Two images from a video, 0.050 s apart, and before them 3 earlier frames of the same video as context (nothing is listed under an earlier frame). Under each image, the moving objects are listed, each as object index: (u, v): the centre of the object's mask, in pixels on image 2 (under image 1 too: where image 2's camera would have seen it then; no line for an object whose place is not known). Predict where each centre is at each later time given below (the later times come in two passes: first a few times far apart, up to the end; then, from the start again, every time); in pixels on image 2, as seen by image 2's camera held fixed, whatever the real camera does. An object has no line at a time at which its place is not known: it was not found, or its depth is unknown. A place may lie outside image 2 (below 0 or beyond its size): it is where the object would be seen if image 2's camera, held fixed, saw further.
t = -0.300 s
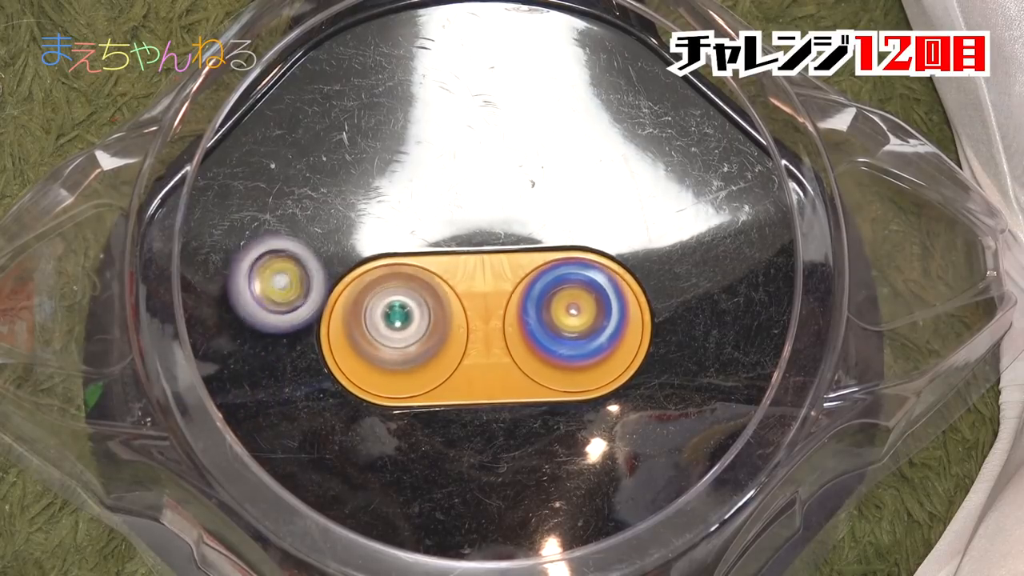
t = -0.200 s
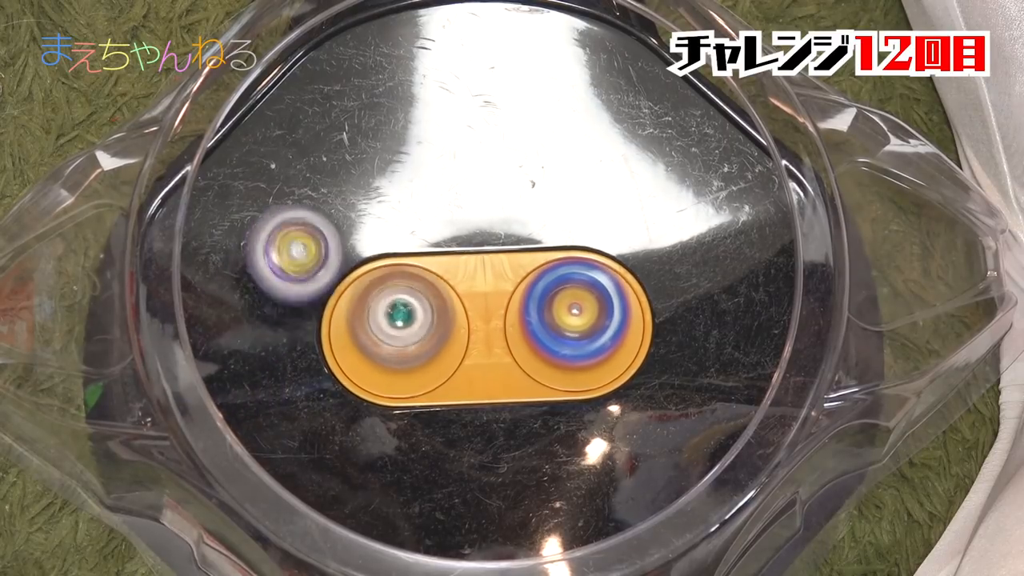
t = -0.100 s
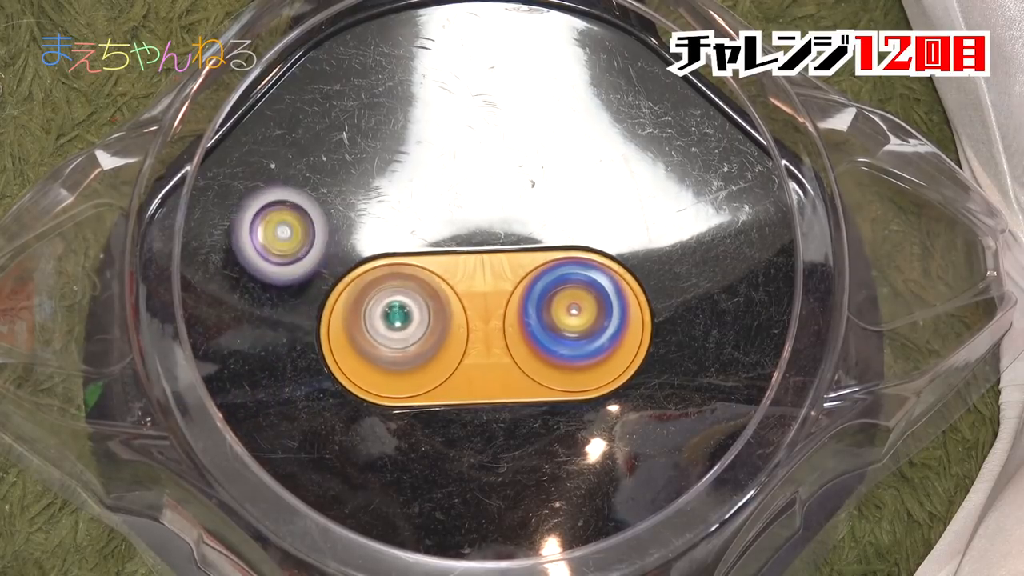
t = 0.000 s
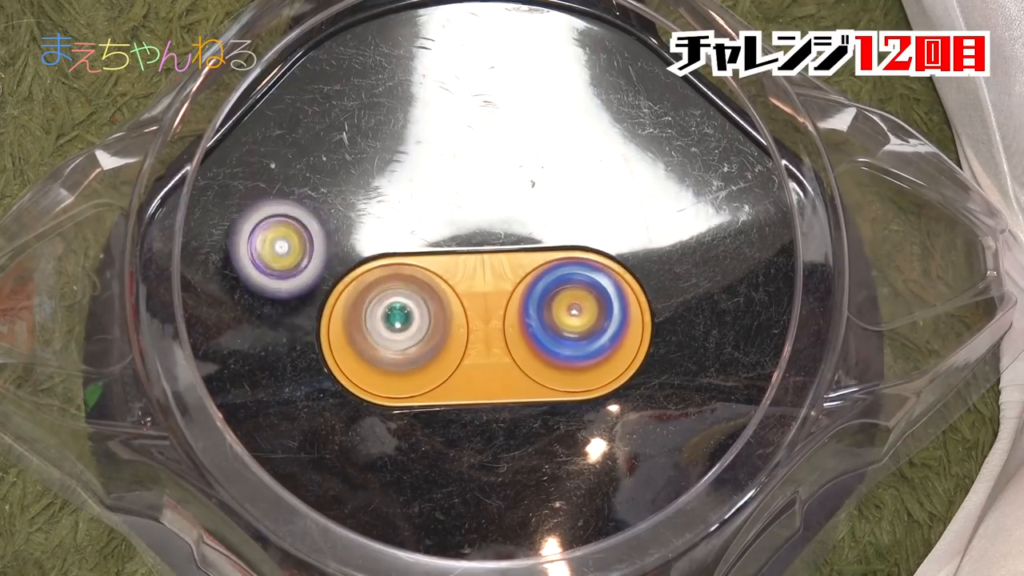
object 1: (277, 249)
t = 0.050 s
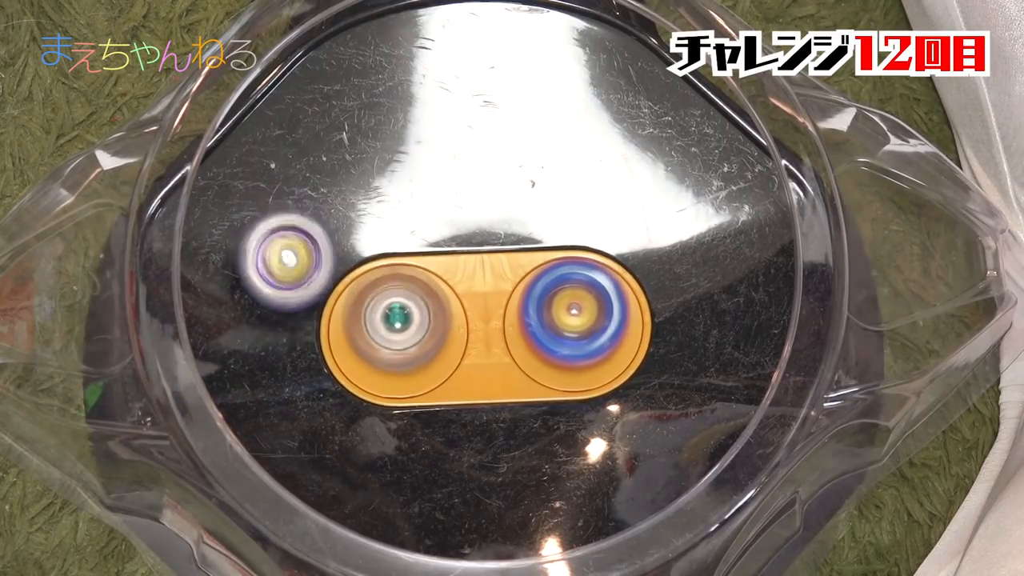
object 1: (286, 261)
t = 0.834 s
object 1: (297, 359)
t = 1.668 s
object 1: (277, 348)
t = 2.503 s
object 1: (237, 246)
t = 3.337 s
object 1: (225, 303)
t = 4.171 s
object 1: (248, 361)
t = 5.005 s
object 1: (259, 351)
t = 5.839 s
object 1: (254, 338)
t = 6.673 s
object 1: (203, 376)
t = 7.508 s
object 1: (238, 335)
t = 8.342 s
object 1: (292, 344)
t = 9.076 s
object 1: (290, 340)
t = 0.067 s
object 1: (289, 265)
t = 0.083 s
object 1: (294, 268)
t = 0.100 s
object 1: (299, 272)
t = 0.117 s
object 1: (297, 272)
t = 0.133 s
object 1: (288, 270)
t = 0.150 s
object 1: (283, 270)
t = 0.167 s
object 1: (279, 270)
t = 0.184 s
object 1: (276, 271)
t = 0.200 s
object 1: (276, 271)
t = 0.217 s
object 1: (275, 273)
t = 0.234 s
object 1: (277, 274)
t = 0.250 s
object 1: (278, 277)
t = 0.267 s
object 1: (281, 280)
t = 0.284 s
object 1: (284, 282)
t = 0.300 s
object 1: (287, 286)
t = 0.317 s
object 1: (291, 289)
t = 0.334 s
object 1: (284, 292)
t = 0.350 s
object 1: (272, 294)
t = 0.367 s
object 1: (263, 296)
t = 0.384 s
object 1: (257, 299)
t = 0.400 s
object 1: (251, 302)
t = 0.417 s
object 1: (247, 306)
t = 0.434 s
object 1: (244, 308)
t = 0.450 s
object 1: (243, 311)
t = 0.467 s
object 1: (242, 315)
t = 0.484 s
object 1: (243, 318)
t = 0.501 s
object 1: (244, 322)
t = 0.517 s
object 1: (246, 325)
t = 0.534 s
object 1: (247, 328)
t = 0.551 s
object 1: (250, 331)
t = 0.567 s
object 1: (254, 333)
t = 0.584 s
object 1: (257, 336)
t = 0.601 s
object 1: (261, 338)
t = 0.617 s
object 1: (265, 339)
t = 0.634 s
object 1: (269, 340)
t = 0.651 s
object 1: (273, 341)
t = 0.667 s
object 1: (280, 343)
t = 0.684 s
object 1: (284, 342)
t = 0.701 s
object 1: (290, 343)
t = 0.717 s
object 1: (292, 345)
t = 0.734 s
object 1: (290, 348)
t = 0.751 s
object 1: (290, 351)
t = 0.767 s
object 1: (290, 353)
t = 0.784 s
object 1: (292, 355)
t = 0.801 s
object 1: (294, 356)
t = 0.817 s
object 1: (296, 358)
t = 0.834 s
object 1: (297, 359)
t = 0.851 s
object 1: (296, 362)
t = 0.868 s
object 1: (294, 364)
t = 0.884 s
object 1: (292, 367)
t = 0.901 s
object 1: (292, 368)
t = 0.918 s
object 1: (291, 370)
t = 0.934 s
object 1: (292, 371)
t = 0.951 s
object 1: (294, 371)
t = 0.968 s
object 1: (296, 372)
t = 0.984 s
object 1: (299, 371)
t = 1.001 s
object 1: (302, 371)
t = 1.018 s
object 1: (302, 371)
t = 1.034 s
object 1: (295, 378)
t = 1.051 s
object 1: (289, 383)
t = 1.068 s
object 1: (284, 388)
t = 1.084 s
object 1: (280, 391)
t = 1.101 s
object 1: (278, 393)
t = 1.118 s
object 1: (278, 393)
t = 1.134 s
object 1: (278, 394)
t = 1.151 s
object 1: (279, 393)
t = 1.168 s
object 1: (280, 392)
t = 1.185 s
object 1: (283, 391)
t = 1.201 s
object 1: (285, 389)
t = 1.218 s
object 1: (288, 387)
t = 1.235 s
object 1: (291, 384)
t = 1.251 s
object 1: (295, 381)
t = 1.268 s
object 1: (299, 378)
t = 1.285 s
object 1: (302, 375)
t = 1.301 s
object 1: (304, 373)
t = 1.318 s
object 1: (295, 378)
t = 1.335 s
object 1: (287, 383)
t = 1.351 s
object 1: (281, 387)
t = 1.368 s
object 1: (276, 389)
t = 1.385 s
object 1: (272, 390)
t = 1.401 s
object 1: (269, 391)
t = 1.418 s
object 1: (267, 390)
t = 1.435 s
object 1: (265, 389)
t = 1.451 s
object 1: (265, 387)
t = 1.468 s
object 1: (264, 384)
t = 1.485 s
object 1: (264, 383)
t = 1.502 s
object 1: (265, 380)
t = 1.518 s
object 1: (266, 377)
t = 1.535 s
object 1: (266, 374)
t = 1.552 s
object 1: (267, 372)
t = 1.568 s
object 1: (267, 368)
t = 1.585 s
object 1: (268, 366)
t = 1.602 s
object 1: (270, 362)
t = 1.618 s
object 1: (271, 359)
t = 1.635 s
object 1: (273, 356)
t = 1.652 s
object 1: (275, 352)
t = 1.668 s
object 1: (277, 348)
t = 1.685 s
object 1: (279, 344)
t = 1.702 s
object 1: (282, 341)
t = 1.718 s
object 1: (284, 336)
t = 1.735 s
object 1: (285, 334)
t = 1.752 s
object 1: (279, 333)
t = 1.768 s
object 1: (273, 332)
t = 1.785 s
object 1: (268, 330)
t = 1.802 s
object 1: (263, 328)
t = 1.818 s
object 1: (258, 326)
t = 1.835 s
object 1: (255, 324)
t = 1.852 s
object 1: (252, 322)
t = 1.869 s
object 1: (251, 320)
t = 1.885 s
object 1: (249, 317)
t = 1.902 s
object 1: (248, 315)
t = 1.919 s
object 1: (248, 313)
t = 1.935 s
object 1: (248, 311)
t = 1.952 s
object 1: (249, 308)
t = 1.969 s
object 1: (250, 306)
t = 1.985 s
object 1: (252, 303)
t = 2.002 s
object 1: (253, 301)
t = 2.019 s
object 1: (256, 299)
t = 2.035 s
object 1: (259, 297)
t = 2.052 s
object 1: (262, 295)
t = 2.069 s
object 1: (265, 292)
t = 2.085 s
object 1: (269, 290)
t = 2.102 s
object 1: (273, 288)
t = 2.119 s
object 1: (277, 287)
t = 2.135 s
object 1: (281, 285)
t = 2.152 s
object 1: (287, 284)
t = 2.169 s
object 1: (292, 281)
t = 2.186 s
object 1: (294, 279)
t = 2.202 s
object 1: (294, 275)
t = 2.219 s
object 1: (286, 267)
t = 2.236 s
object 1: (277, 260)
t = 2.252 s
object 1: (270, 254)
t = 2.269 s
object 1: (265, 249)
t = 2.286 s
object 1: (259, 244)
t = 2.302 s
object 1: (255, 241)
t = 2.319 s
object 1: (251, 239)
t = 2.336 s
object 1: (247, 238)
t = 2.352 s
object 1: (243, 237)
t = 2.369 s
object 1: (241, 236)
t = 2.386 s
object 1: (238, 237)
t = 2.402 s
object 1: (237, 237)
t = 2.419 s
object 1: (235, 238)
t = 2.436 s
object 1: (235, 239)
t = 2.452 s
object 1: (234, 240)
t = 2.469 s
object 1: (235, 242)
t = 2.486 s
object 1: (235, 244)
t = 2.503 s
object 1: (237, 246)
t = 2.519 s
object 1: (238, 248)
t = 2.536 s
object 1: (242, 251)
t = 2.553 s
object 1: (245, 254)
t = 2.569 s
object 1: (250, 256)
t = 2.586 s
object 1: (254, 259)
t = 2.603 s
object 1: (259, 262)
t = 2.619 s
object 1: (264, 265)
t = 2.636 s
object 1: (271, 268)
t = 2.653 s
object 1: (278, 271)
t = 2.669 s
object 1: (285, 274)
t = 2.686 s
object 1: (292, 277)
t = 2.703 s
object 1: (296, 278)
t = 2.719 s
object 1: (284, 274)
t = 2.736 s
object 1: (270, 269)
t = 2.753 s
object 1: (258, 266)
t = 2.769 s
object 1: (248, 264)
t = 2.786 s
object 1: (242, 262)
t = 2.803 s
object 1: (236, 262)
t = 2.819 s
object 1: (232, 262)
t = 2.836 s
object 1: (230, 264)
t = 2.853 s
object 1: (229, 264)
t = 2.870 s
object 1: (228, 267)
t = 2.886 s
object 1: (227, 268)
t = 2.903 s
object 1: (227, 271)
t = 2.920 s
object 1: (228, 272)
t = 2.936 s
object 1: (229, 275)
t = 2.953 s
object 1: (230, 277)
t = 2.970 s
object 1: (232, 280)
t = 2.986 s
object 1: (234, 282)
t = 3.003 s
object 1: (238, 285)
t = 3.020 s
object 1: (241, 287)
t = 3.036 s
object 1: (246, 290)
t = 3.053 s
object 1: (251, 292)
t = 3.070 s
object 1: (257, 294)
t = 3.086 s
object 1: (261, 296)
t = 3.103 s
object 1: (268, 299)
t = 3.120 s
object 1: (274, 301)
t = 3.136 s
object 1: (281, 303)
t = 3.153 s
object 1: (287, 305)
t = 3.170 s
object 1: (287, 304)
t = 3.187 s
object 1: (274, 303)
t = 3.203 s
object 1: (260, 303)
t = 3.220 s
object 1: (249, 301)
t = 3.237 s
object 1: (241, 299)
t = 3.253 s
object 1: (236, 299)
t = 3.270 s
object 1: (231, 299)
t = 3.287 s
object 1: (229, 299)
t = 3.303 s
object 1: (227, 300)
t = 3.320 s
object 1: (226, 301)
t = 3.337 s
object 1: (225, 303)
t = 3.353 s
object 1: (225, 304)
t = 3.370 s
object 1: (226, 307)
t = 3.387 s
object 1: (226, 308)
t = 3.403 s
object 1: (227, 311)
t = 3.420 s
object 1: (227, 312)
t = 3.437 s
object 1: (230, 314)
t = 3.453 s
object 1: (230, 316)
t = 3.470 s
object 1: (232, 317)
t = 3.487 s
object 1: (233, 319)
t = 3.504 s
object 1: (236, 320)
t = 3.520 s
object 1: (240, 321)
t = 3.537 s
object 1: (244, 321)
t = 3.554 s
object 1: (250, 323)
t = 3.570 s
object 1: (255, 322)
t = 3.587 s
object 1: (261, 323)
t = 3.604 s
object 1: (266, 322)
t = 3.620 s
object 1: (271, 321)
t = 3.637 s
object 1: (276, 321)
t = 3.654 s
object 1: (283, 321)
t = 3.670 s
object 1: (287, 321)
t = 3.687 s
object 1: (287, 321)
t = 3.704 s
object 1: (284, 322)
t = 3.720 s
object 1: (284, 322)
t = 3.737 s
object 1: (284, 323)
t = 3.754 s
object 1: (286, 324)
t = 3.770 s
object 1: (288, 326)
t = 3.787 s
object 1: (289, 326)
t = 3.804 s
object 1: (277, 330)
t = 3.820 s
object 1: (265, 335)
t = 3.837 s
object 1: (256, 338)
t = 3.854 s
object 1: (247, 341)
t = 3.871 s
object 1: (241, 343)
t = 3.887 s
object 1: (237, 345)
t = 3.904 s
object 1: (234, 347)
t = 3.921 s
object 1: (233, 349)
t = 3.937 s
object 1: (232, 351)
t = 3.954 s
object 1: (232, 353)
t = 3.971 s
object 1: (231, 355)
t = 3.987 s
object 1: (231, 356)
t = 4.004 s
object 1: (232, 358)
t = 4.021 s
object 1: (232, 359)
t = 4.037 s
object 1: (233, 361)
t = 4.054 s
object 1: (234, 361)
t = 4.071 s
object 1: (236, 362)
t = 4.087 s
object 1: (237, 362)
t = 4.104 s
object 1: (239, 362)
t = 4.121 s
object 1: (240, 362)
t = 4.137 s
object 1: (243, 361)
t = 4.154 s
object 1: (245, 362)
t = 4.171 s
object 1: (248, 361)
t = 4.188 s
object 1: (252, 360)
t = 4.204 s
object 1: (256, 358)
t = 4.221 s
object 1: (261, 356)
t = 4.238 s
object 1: (265, 354)
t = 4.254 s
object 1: (271, 352)
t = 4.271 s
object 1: (275, 349)
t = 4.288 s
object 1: (280, 346)
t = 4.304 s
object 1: (286, 344)
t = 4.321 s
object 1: (290, 341)
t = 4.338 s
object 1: (290, 341)
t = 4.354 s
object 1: (290, 338)
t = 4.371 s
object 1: (288, 338)
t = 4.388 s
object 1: (287, 337)
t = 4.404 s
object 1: (289, 336)
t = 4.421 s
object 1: (289, 336)
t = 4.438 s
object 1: (290, 335)
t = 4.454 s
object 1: (287, 336)
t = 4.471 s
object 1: (285, 337)
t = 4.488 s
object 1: (282, 338)
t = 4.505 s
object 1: (282, 339)
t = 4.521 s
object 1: (282, 340)
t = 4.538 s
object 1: (282, 341)
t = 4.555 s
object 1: (283, 342)
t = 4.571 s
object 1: (285, 342)
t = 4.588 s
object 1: (287, 343)
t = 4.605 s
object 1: (289, 343)
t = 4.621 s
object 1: (292, 343)
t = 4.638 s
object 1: (289, 344)
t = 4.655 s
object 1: (277, 347)
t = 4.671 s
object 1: (265, 352)
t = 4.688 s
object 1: (257, 354)
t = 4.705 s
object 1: (252, 356)
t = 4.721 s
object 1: (246, 357)
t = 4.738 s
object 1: (244, 358)
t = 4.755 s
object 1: (241, 359)
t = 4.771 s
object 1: (241, 359)
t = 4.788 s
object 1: (239, 360)
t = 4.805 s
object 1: (239, 360)
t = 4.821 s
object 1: (238, 361)
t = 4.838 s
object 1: (238, 361)
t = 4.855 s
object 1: (239, 361)
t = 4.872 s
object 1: (240, 361)
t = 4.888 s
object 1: (241, 360)
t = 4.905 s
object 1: (242, 360)
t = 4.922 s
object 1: (244, 359)
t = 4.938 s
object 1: (245, 358)
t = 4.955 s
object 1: (247, 357)
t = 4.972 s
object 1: (250, 355)
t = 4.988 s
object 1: (254, 354)
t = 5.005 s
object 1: (259, 351)
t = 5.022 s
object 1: (263, 350)
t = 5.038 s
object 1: (267, 346)
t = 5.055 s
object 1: (272, 345)
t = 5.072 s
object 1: (276, 343)
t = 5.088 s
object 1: (283, 341)
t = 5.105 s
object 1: (287, 339)
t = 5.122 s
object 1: (285, 339)
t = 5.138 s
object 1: (282, 341)
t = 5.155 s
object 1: (281, 341)
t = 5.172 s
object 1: (281, 341)
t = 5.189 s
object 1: (282, 341)
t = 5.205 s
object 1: (285, 341)
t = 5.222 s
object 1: (288, 340)
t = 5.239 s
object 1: (287, 339)
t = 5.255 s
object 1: (274, 343)
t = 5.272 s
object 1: (263, 347)
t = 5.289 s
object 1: (256, 348)
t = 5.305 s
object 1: (246, 350)
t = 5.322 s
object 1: (241, 351)
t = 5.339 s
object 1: (238, 352)
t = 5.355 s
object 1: (235, 353)
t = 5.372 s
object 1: (234, 354)
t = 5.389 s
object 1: (233, 355)
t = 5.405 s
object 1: (233, 356)
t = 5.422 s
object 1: (233, 357)
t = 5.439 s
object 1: (234, 357)
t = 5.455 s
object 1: (234, 358)
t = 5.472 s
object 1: (234, 358)
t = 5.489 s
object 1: (235, 358)
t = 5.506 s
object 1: (236, 358)
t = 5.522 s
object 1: (238, 358)
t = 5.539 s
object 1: (239, 357)
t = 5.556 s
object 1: (241, 356)
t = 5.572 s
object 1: (243, 355)
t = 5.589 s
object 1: (246, 354)
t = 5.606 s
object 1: (251, 353)
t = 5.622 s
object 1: (256, 351)
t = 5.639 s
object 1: (261, 348)
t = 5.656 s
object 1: (266, 346)
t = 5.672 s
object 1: (270, 343)
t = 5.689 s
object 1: (276, 342)
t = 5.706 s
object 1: (282, 340)
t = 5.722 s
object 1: (287, 337)
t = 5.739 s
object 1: (290, 334)
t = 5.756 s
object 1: (282, 336)
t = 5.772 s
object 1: (275, 337)
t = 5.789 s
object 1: (266, 337)
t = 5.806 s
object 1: (261, 337)
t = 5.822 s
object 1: (257, 338)
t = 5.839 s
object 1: (254, 338)
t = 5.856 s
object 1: (253, 338)
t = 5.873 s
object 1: (252, 339)
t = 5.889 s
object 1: (252, 339)
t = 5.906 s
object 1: (253, 339)
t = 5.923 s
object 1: (253, 339)
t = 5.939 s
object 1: (255, 339)
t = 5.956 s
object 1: (257, 339)
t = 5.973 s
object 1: (261, 338)
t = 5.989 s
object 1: (263, 338)
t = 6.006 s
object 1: (266, 336)
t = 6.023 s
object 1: (269, 336)
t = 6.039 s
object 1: (273, 336)
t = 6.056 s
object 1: (278, 334)
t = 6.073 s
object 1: (282, 334)
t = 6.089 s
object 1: (286, 332)
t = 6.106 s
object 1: (284, 333)
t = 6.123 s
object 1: (278, 334)
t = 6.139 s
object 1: (273, 335)
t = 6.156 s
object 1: (270, 336)
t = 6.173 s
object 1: (268, 337)
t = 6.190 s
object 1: (267, 338)
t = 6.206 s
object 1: (267, 338)
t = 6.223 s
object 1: (267, 339)
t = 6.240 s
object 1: (268, 339)
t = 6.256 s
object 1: (269, 339)
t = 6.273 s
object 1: (270, 339)
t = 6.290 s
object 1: (273, 340)
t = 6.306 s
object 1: (275, 339)
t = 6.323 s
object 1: (278, 338)
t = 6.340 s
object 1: (281, 339)
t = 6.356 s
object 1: (285, 338)
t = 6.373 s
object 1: (289, 337)
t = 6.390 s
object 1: (287, 338)
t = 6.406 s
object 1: (286, 340)
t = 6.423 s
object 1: (286, 341)
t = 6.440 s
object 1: (287, 341)
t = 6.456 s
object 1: (288, 341)
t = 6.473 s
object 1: (290, 341)
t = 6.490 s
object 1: (291, 341)
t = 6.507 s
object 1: (285, 344)
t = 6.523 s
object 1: (271, 350)
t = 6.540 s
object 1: (255, 357)
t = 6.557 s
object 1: (245, 360)
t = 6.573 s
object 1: (239, 363)
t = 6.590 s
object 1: (235, 364)
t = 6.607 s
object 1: (232, 365)
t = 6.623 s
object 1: (228, 366)
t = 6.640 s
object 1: (213, 371)
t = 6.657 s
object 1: (208, 374)
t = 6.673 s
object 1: (203, 376)
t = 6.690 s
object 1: (201, 376)
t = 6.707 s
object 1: (194, 377)
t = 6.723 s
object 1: (194, 378)
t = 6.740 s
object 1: (192, 378)
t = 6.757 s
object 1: (190, 379)
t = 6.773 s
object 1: (190, 378)
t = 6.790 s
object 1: (190, 378)
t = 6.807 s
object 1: (190, 376)
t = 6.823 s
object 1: (191, 376)
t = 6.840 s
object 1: (192, 374)
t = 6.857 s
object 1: (199, 371)
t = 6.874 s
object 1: (198, 371)
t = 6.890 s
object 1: (201, 367)
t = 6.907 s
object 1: (206, 365)
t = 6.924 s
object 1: (208, 363)
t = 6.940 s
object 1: (213, 360)
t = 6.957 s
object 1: (216, 358)
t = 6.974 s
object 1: (227, 352)
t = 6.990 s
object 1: (231, 350)
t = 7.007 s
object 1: (234, 348)
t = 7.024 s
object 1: (238, 344)
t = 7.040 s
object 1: (241, 341)
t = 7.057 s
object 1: (247, 338)
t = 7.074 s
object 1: (254, 335)
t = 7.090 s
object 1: (261, 333)
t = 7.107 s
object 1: (268, 327)
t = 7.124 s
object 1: (274, 325)
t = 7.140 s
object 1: (281, 323)
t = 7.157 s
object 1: (284, 318)
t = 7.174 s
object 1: (270, 320)
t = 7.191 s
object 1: (256, 323)
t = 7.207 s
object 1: (244, 326)
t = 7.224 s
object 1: (235, 328)
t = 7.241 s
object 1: (229, 330)
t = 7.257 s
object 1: (226, 332)
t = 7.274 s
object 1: (224, 334)
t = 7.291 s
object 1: (223, 335)
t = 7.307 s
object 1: (222, 337)
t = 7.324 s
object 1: (213, 338)
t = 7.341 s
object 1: (213, 339)
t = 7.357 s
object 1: (213, 339)
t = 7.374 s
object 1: (214, 339)
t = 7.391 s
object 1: (223, 338)
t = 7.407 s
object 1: (224, 337)
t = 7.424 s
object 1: (220, 338)
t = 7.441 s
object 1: (227, 338)
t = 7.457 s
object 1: (229, 337)
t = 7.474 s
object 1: (233, 337)
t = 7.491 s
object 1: (235, 336)
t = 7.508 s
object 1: (238, 335)
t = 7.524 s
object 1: (243, 336)
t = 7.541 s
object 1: (249, 335)
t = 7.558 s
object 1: (255, 333)
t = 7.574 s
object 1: (260, 333)
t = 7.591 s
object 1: (266, 332)
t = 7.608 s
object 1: (273, 332)
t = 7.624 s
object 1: (279, 331)
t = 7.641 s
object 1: (286, 330)
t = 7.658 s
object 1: (283, 330)
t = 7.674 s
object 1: (277, 331)
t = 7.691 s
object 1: (269, 333)
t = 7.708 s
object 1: (266, 333)
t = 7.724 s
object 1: (263, 333)
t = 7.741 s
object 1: (263, 335)
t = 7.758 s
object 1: (263, 334)
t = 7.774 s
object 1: (263, 336)
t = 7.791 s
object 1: (264, 337)
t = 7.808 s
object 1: (267, 338)
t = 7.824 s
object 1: (269, 338)
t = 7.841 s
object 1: (271, 338)
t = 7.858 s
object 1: (274, 340)
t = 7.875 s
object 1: (277, 341)
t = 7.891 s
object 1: (281, 340)
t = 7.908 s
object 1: (285, 341)
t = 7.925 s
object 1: (289, 341)
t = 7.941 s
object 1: (288, 341)
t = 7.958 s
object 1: (279, 344)
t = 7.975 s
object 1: (271, 347)
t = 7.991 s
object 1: (266, 348)
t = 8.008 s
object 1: (261, 350)
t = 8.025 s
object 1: (257, 352)
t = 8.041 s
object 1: (255, 353)
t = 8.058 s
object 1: (255, 354)
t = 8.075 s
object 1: (253, 354)
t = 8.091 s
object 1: (253, 355)
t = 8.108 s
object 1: (255, 357)
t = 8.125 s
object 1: (254, 356)
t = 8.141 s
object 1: (255, 356)
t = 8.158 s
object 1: (257, 357)
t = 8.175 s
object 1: (258, 356)
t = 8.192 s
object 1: (261, 355)
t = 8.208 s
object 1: (262, 355)
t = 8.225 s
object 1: (265, 354)
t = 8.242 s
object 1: (269, 352)
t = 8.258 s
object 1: (272, 351)
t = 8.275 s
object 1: (275, 350)
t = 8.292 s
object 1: (281, 348)
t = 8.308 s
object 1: (284, 346)
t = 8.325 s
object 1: (289, 344)
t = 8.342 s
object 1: (292, 344)
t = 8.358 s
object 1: (290, 342)
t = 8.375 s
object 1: (288, 344)
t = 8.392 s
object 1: (286, 344)
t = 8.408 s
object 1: (285, 344)
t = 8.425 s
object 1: (284, 344)
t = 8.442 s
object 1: (286, 345)
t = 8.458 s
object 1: (287, 344)
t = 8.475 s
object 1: (288, 344)
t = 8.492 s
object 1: (290, 344)
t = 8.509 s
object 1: (289, 344)
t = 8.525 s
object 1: (278, 350)
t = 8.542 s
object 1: (267, 356)
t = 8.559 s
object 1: (257, 360)
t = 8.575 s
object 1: (250, 364)
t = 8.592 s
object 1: (245, 367)
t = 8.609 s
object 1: (243, 369)
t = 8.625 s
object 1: (241, 371)
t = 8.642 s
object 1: (239, 371)
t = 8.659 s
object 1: (238, 373)
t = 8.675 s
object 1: (238, 374)
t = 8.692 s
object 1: (237, 373)
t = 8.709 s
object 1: (236, 374)
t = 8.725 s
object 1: (237, 375)
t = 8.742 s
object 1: (238, 374)
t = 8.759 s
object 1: (237, 373)
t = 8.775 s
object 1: (238, 374)
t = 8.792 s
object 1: (239, 372)
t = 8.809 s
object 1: (240, 371)
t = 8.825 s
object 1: (240, 370)
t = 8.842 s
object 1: (242, 369)
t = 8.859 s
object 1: (244, 368)
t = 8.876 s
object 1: (245, 366)
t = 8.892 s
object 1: (248, 364)
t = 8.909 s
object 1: (252, 362)
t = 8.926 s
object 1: (256, 359)
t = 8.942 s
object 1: (259, 357)
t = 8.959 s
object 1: (265, 355)
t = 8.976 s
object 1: (270, 352)
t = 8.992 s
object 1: (274, 350)
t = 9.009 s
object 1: (280, 349)
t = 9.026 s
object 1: (286, 346)
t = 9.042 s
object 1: (291, 343)
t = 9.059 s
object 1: (292, 342)
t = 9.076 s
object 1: (290, 340)
